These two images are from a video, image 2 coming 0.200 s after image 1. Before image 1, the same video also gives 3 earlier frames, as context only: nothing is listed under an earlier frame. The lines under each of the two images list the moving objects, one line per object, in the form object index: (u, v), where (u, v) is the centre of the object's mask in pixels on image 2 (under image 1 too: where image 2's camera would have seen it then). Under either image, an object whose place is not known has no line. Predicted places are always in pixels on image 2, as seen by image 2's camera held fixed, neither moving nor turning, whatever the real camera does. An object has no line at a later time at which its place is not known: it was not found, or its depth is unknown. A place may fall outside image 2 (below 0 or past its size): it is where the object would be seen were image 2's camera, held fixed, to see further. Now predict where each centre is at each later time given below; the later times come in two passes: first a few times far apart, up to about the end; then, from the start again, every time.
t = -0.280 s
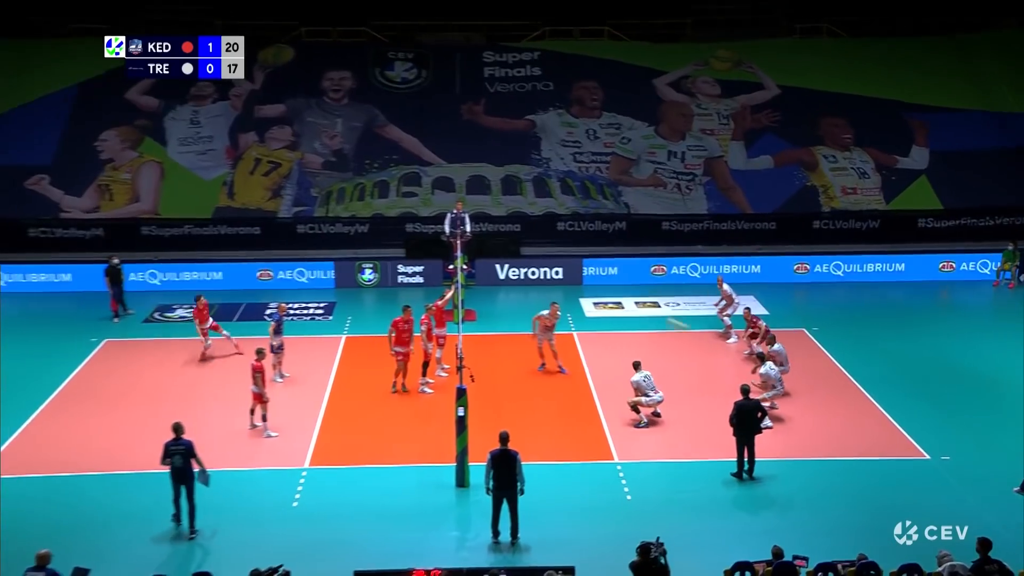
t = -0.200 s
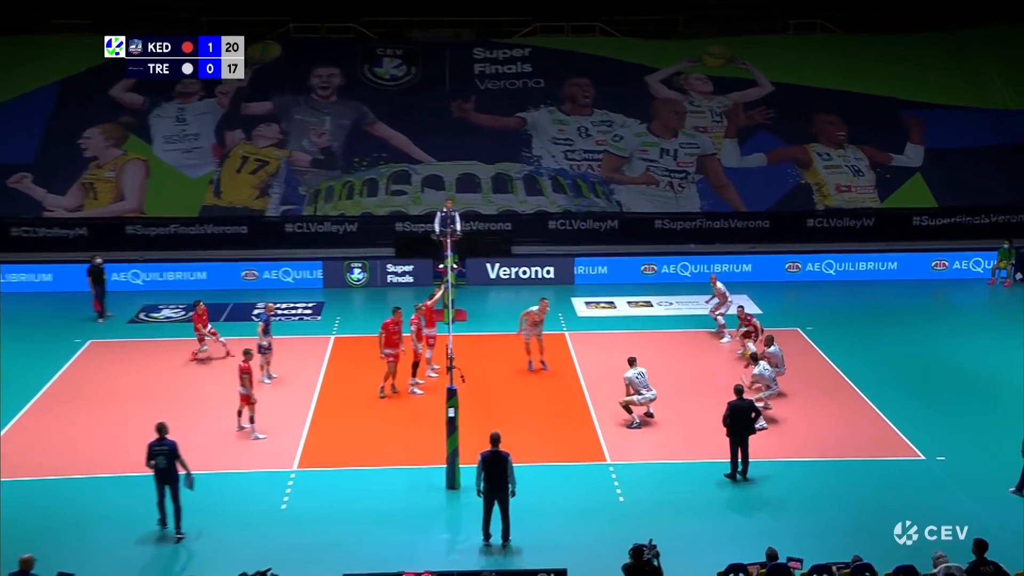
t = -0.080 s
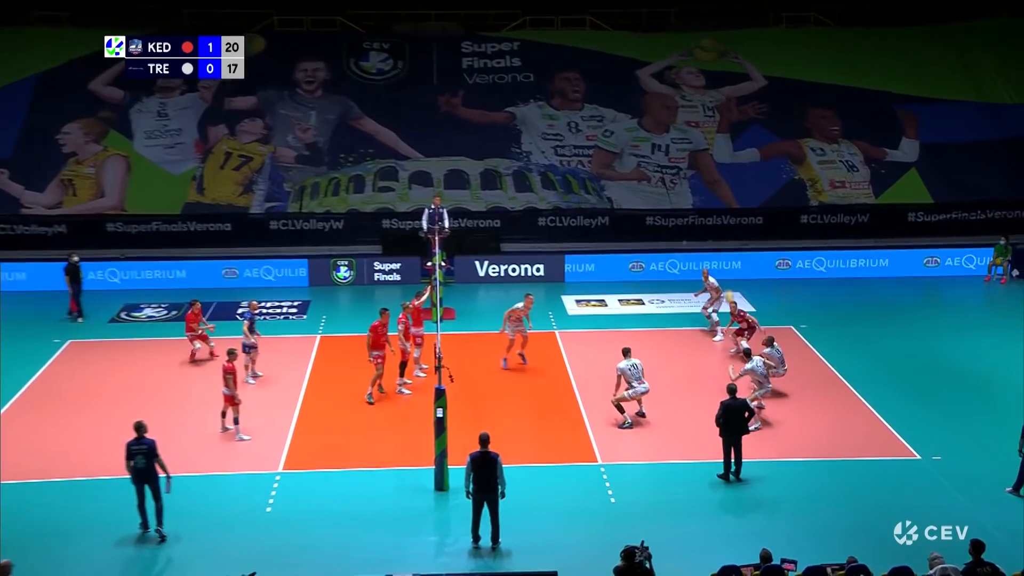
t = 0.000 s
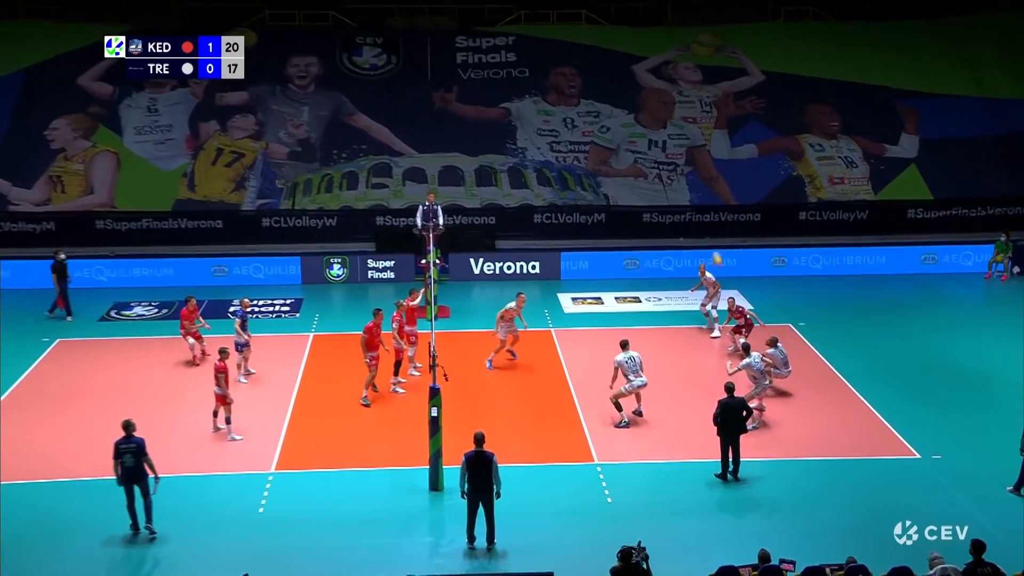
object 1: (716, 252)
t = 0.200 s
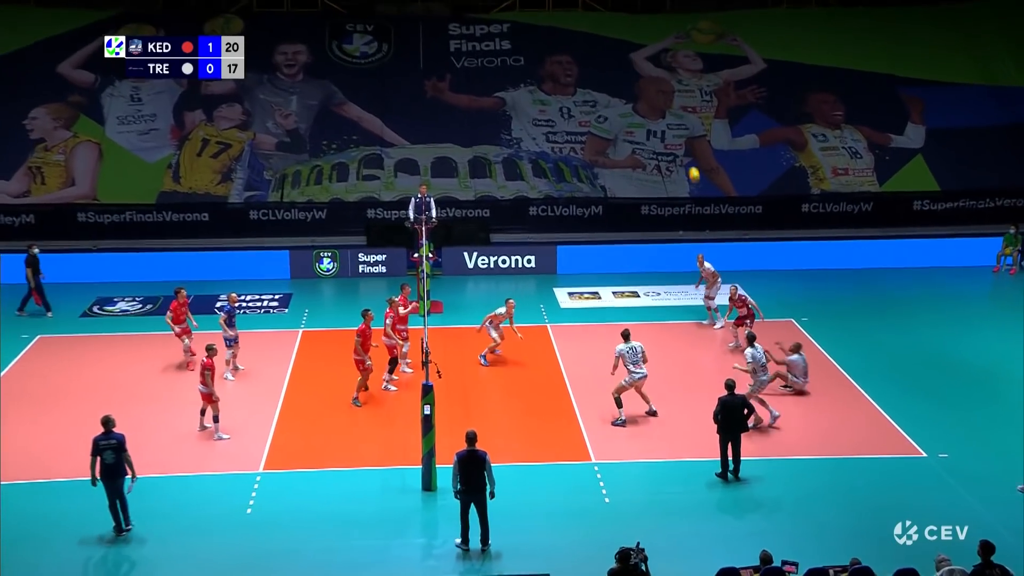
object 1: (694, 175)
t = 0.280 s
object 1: (686, 148)
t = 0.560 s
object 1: (658, 79)
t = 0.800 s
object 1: (634, 52)
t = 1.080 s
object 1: (607, 57)
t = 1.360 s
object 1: (580, 102)
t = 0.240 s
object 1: (689, 161)
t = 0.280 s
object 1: (686, 148)
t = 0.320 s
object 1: (681, 135)
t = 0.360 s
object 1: (677, 124)
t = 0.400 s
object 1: (673, 113)
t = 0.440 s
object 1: (669, 103)
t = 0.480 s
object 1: (666, 95)
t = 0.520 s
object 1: (662, 87)
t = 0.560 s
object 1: (658, 79)
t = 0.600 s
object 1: (654, 73)
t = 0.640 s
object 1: (650, 67)
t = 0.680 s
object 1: (646, 62)
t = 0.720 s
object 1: (642, 57)
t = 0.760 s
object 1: (638, 54)
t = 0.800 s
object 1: (634, 52)
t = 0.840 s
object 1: (631, 50)
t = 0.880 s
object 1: (627, 49)
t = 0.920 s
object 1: (623, 49)
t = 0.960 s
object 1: (619, 49)
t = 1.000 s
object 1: (615, 51)
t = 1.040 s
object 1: (611, 54)
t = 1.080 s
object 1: (607, 57)
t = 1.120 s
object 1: (603, 62)
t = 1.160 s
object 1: (599, 66)
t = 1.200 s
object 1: (595, 72)
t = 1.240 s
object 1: (591, 79)
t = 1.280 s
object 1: (588, 85)
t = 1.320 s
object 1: (584, 93)
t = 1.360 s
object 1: (580, 102)
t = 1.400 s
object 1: (576, 112)
